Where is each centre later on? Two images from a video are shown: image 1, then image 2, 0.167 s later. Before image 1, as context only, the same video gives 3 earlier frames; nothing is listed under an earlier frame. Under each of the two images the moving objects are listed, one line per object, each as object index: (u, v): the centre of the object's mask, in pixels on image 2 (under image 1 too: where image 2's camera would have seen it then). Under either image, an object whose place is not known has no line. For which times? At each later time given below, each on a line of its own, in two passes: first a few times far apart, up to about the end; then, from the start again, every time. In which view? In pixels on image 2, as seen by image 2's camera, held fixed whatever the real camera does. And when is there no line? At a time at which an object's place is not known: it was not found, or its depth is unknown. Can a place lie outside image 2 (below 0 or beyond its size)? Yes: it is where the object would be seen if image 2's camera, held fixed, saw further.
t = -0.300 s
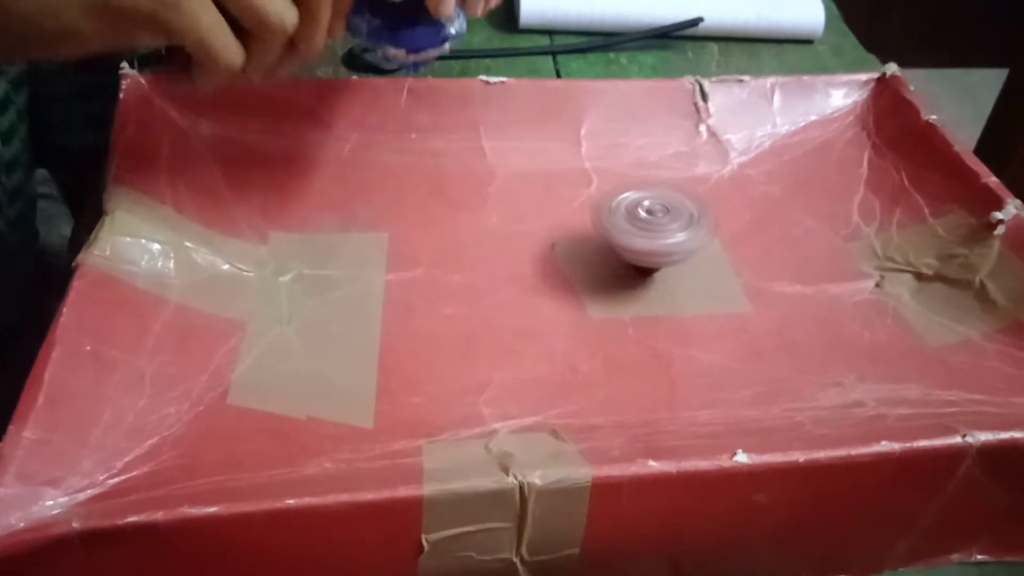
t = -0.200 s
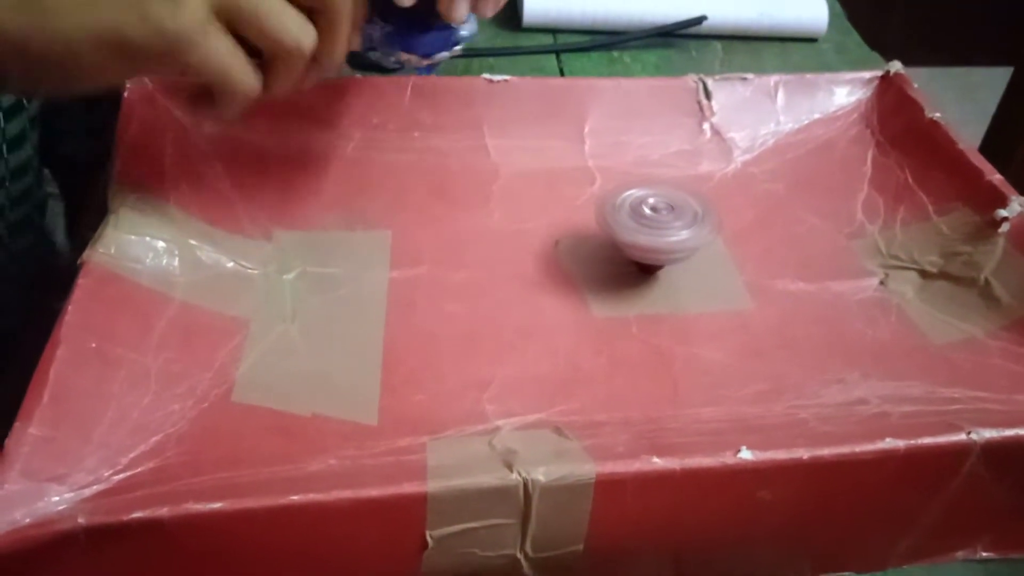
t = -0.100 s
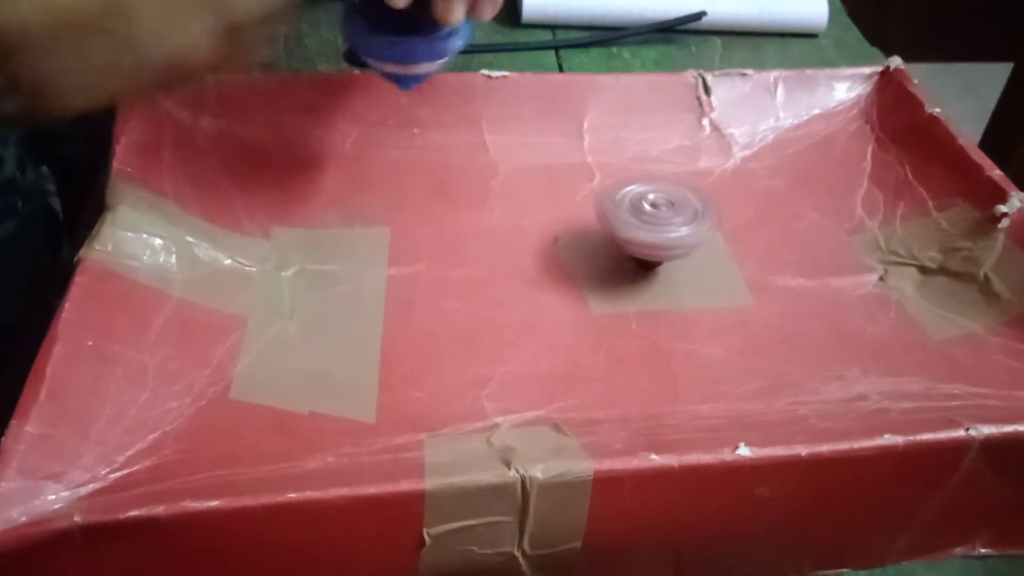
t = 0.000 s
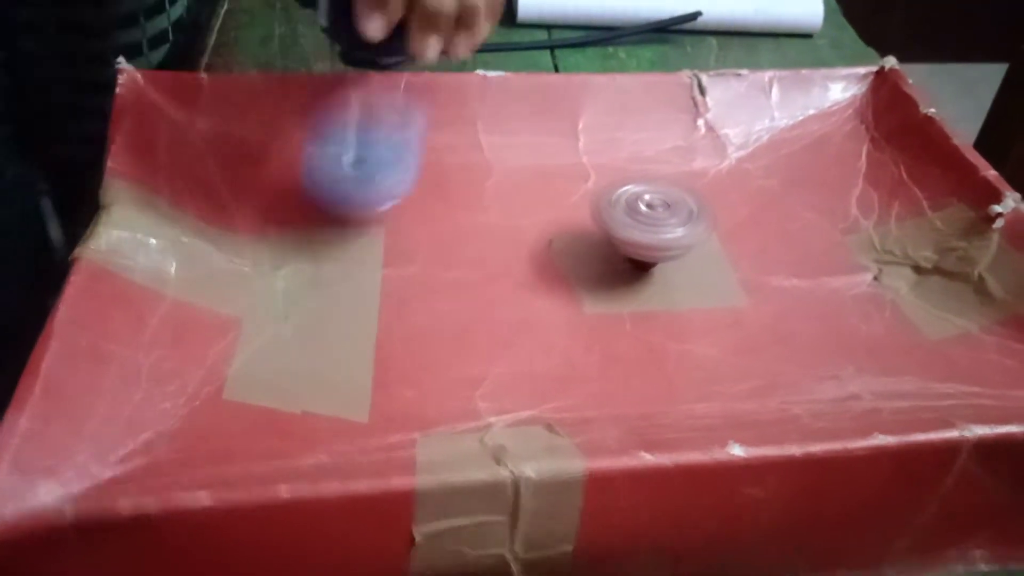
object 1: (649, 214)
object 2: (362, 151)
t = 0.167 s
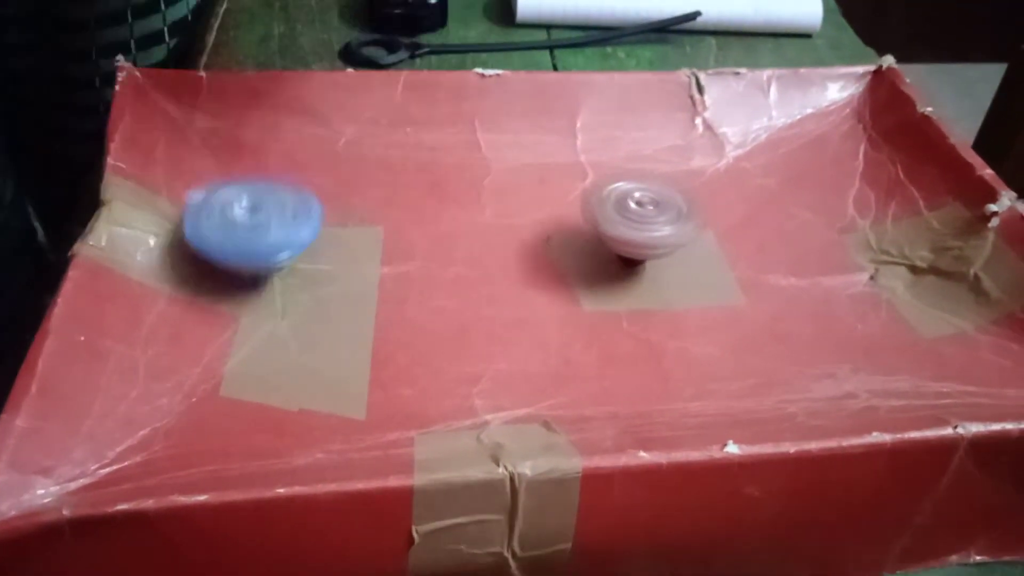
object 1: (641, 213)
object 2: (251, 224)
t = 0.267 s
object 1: (642, 214)
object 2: (265, 282)
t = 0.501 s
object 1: (643, 215)
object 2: (432, 328)
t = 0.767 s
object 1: (646, 218)
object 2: (574, 282)
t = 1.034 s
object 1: (685, 196)
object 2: (571, 276)
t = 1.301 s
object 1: (713, 194)
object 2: (547, 249)
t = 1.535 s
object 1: (740, 204)
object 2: (493, 222)
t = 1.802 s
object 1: (771, 223)
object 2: (431, 196)
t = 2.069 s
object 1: (784, 243)
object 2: (391, 194)
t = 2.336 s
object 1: (800, 256)
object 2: (400, 207)
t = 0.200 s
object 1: (642, 213)
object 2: (253, 243)
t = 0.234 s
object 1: (642, 213)
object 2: (256, 263)
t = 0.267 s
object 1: (642, 214)
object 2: (265, 282)
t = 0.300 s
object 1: (642, 214)
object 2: (279, 299)
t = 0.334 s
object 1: (642, 214)
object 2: (301, 313)
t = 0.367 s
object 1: (642, 214)
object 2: (325, 321)
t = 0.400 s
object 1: (642, 214)
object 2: (354, 328)
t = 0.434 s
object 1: (643, 214)
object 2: (381, 330)
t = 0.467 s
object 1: (643, 214)
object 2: (408, 330)
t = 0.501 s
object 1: (643, 215)
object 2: (432, 328)
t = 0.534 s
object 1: (643, 215)
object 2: (454, 325)
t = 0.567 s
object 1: (643, 215)
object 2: (473, 321)
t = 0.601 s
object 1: (644, 215)
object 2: (495, 315)
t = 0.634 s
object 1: (644, 215)
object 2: (514, 310)
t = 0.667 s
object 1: (644, 215)
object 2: (531, 303)
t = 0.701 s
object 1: (645, 216)
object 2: (546, 296)
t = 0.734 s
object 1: (645, 216)
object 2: (561, 288)
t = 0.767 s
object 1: (646, 218)
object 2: (574, 282)
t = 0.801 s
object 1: (649, 215)
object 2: (578, 278)
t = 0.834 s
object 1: (664, 207)
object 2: (572, 281)
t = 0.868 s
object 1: (669, 205)
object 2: (570, 282)
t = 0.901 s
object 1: (671, 203)
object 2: (570, 281)
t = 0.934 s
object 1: (674, 201)
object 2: (571, 280)
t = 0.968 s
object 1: (677, 199)
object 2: (572, 278)
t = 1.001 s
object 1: (681, 198)
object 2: (572, 277)
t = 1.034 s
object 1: (685, 196)
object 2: (571, 276)
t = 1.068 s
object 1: (688, 194)
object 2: (570, 273)
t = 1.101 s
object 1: (691, 193)
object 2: (569, 271)
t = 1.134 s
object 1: (694, 193)
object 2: (568, 268)
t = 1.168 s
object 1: (698, 192)
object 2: (567, 264)
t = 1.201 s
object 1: (703, 192)
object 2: (564, 260)
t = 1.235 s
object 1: (707, 193)
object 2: (559, 255)
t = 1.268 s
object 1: (711, 194)
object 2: (553, 253)
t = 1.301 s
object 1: (713, 194)
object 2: (547, 249)
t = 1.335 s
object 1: (718, 195)
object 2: (541, 245)
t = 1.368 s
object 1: (721, 196)
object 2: (534, 241)
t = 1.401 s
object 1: (725, 197)
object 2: (527, 237)
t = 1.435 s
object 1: (729, 198)
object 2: (519, 234)
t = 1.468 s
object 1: (733, 200)
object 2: (511, 230)
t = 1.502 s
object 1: (736, 202)
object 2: (502, 226)
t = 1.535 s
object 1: (740, 204)
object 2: (493, 222)
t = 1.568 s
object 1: (744, 206)
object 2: (484, 218)
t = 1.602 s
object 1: (749, 208)
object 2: (476, 214)
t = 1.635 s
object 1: (752, 209)
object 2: (469, 211)
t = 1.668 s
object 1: (756, 211)
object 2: (461, 208)
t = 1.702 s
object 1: (761, 214)
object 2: (453, 205)
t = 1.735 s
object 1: (764, 217)
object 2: (445, 202)
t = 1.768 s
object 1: (768, 221)
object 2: (437, 199)
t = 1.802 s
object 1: (771, 223)
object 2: (431, 196)
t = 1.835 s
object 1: (772, 226)
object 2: (425, 194)
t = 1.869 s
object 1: (774, 229)
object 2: (419, 194)
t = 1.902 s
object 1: (776, 232)
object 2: (412, 192)
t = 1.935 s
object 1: (776, 234)
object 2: (405, 192)
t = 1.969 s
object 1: (778, 237)
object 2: (401, 192)
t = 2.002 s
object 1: (779, 239)
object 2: (398, 192)
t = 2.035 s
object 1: (780, 240)
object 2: (394, 193)
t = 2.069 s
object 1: (784, 243)
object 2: (391, 194)
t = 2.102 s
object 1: (784, 245)
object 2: (389, 195)
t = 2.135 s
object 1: (786, 248)
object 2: (388, 196)
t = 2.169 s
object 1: (789, 250)
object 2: (388, 198)
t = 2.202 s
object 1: (790, 252)
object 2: (388, 200)
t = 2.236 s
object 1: (794, 254)
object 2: (389, 202)
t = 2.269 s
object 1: (795, 255)
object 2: (392, 203)
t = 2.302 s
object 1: (798, 258)
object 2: (396, 205)
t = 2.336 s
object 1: (800, 256)
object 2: (400, 207)
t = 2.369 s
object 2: (406, 209)
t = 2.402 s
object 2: (413, 212)
